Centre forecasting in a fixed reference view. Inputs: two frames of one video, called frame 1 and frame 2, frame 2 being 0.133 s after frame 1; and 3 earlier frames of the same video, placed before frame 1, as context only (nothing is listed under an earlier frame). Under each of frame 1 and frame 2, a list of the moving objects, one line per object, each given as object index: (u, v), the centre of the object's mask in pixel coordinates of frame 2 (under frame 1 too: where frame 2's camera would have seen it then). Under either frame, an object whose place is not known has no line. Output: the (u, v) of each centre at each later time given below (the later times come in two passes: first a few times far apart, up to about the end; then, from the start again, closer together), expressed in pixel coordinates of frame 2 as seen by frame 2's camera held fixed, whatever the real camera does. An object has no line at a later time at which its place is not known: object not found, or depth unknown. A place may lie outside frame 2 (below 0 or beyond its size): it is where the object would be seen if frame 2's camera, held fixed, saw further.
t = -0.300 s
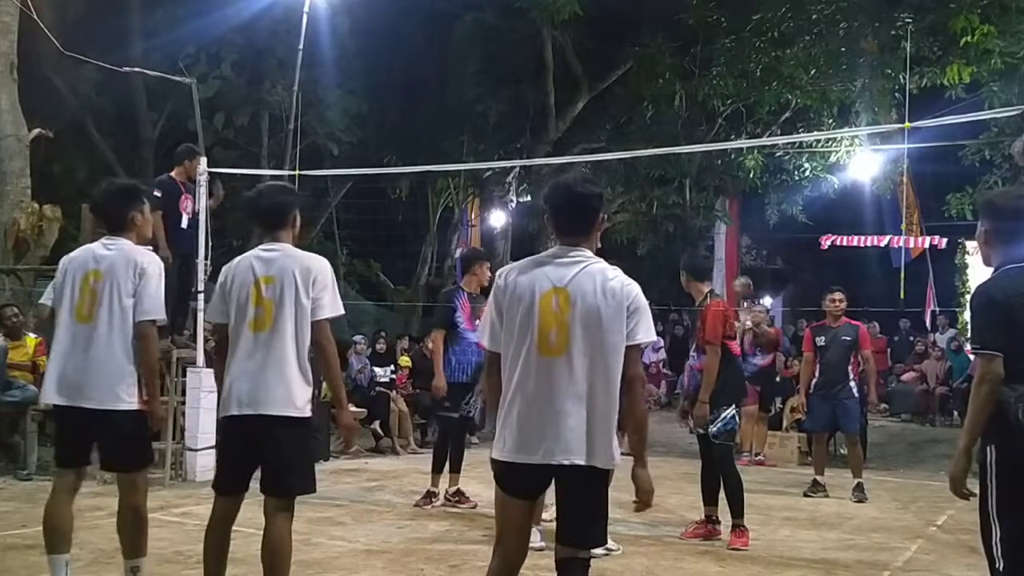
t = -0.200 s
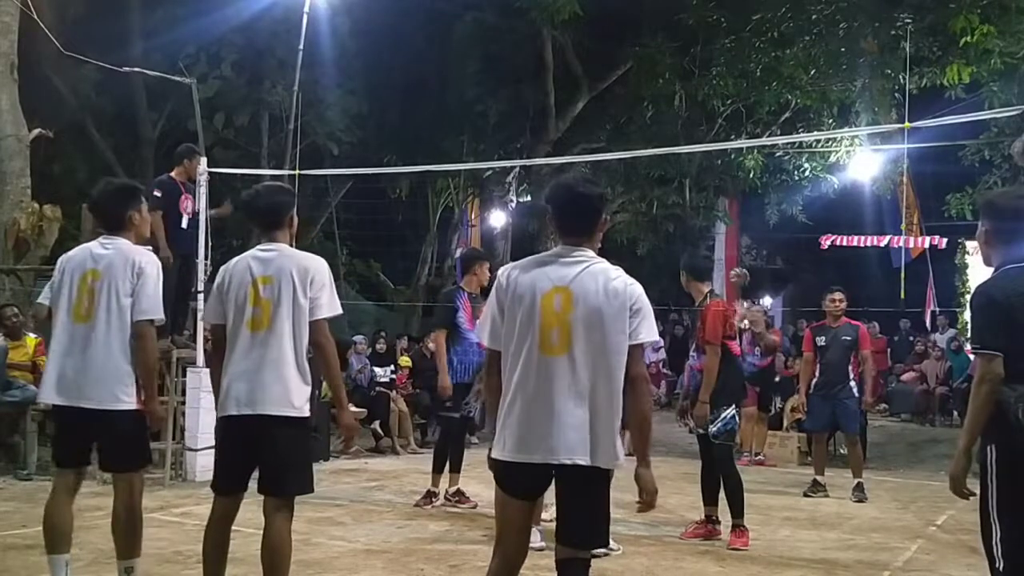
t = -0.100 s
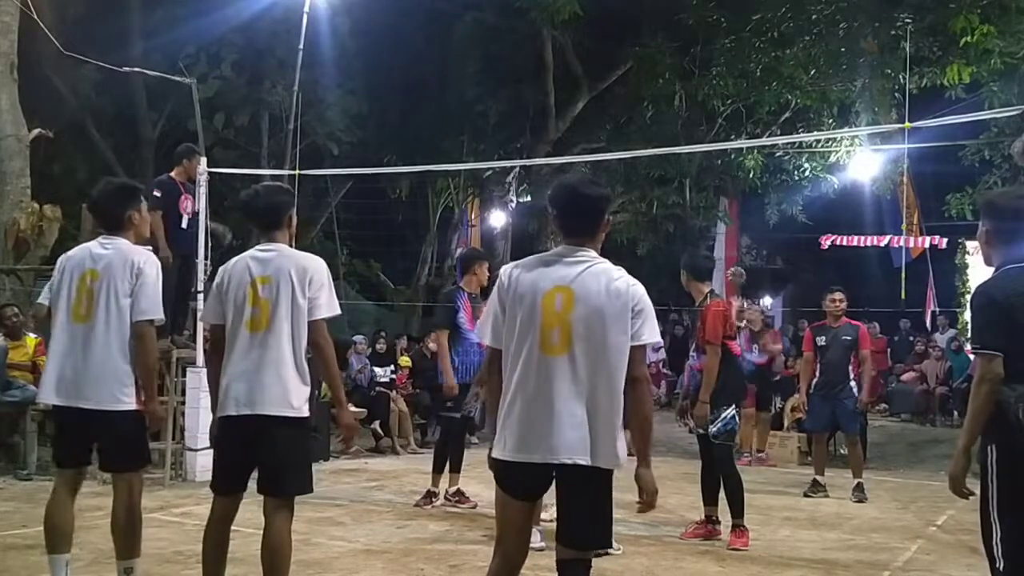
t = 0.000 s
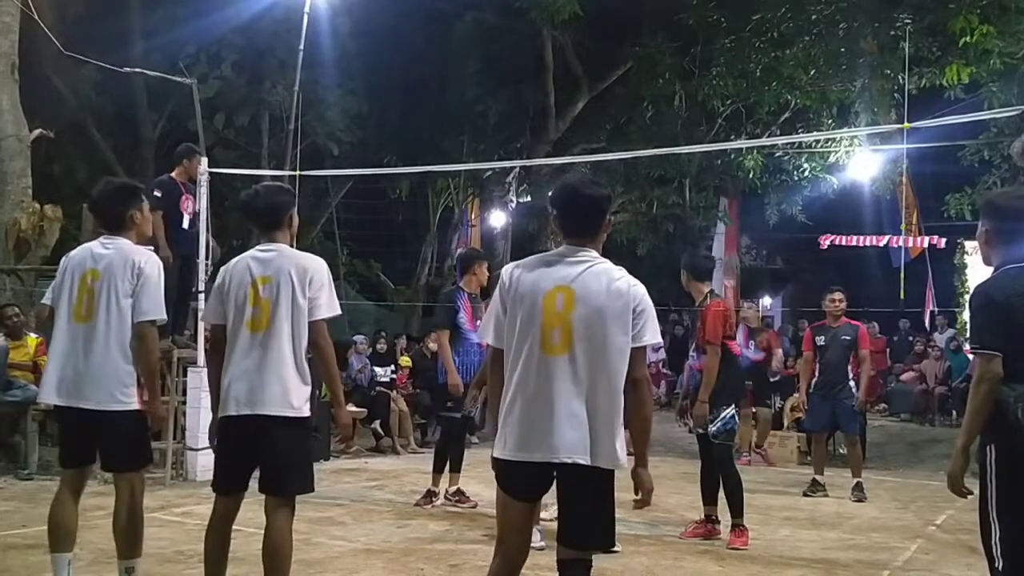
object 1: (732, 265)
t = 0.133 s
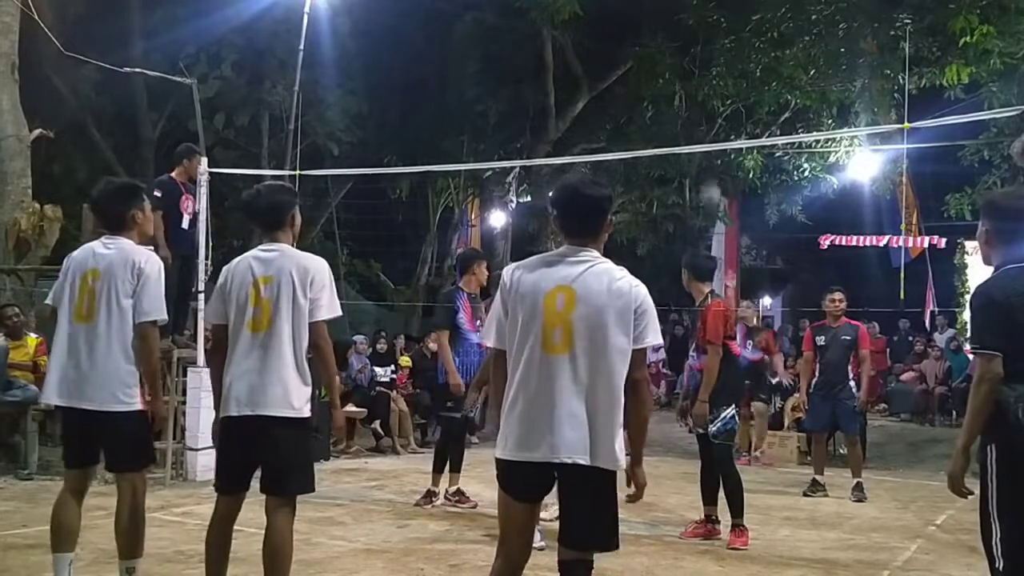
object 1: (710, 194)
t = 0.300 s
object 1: (688, 122)
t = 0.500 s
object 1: (658, 56)
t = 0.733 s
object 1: (615, 23)
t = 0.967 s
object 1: (557, 58)
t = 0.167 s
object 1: (705, 179)
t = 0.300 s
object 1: (688, 122)
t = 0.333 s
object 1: (683, 110)
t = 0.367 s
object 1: (679, 99)
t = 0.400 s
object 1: (674, 87)
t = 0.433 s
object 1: (668, 76)
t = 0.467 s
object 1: (663, 67)
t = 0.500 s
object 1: (658, 56)
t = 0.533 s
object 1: (653, 48)
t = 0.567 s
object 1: (647, 42)
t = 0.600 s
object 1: (641, 35)
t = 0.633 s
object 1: (635, 30)
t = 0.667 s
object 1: (629, 26)
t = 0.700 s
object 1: (622, 24)
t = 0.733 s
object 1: (615, 23)
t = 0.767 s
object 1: (608, 23)
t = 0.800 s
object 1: (601, 24)
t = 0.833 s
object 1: (592, 27)
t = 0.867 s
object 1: (584, 32)
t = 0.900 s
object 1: (576, 38)
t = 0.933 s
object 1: (566, 48)
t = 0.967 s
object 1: (557, 58)
